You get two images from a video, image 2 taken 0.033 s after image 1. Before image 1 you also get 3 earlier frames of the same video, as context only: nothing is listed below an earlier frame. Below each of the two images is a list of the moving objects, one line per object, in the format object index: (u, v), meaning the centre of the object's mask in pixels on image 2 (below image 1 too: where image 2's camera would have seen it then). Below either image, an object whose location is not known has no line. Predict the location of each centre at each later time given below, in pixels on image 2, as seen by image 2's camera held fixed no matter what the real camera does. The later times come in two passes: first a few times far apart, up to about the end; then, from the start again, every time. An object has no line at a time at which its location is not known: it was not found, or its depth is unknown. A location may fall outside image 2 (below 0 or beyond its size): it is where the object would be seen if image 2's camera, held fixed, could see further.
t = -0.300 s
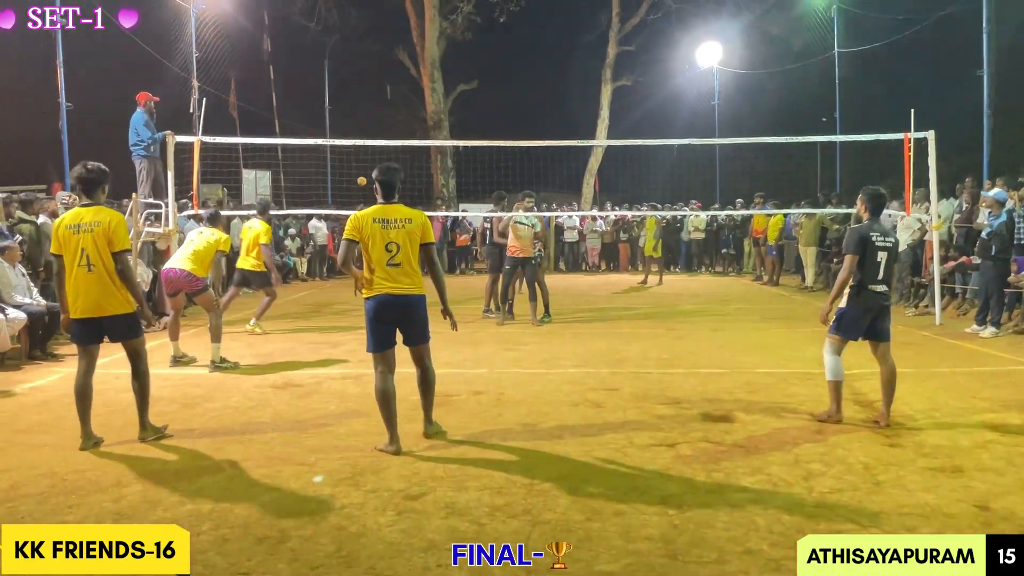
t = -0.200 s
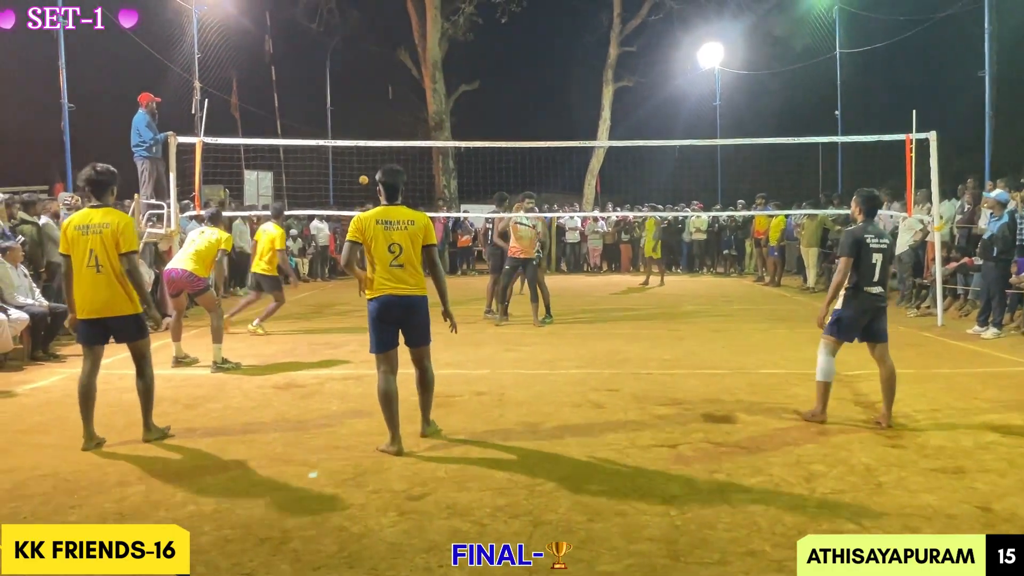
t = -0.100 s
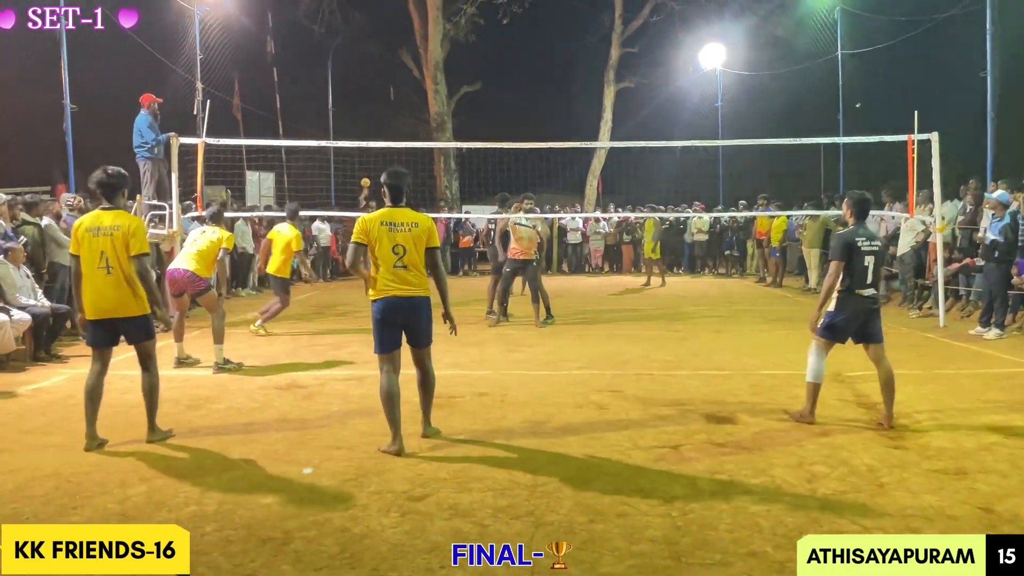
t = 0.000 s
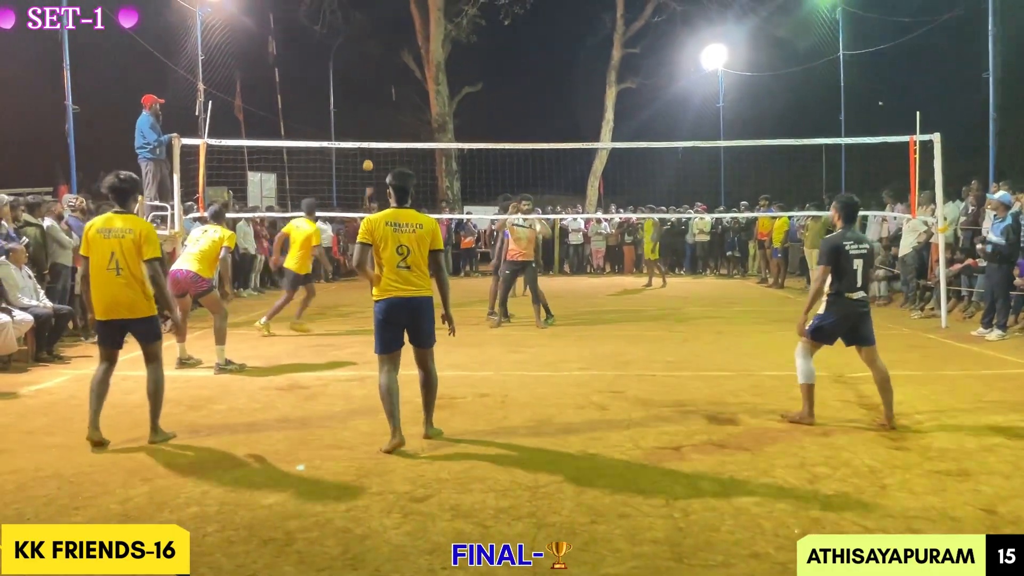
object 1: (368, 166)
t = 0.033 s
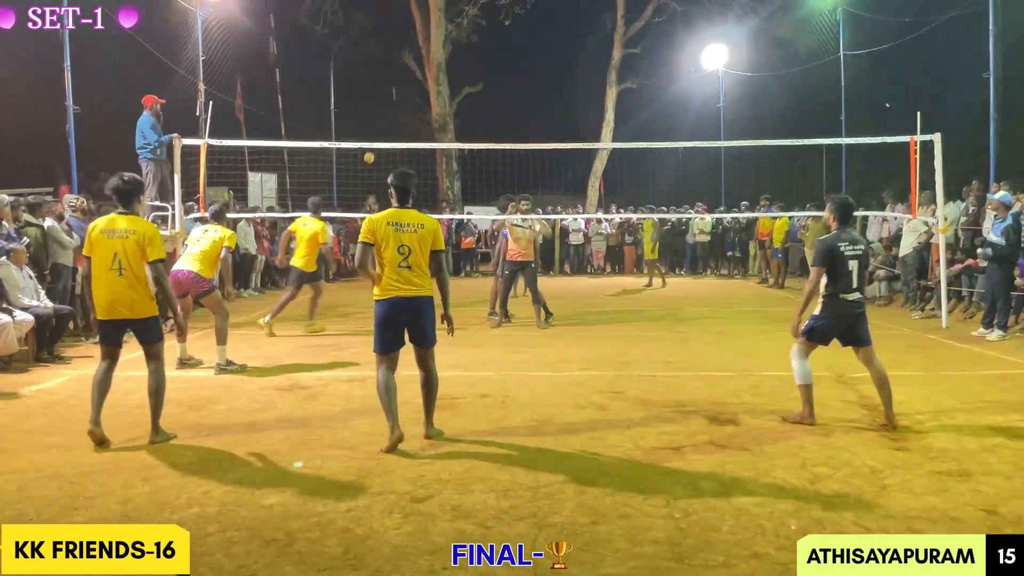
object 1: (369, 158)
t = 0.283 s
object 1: (375, 109)
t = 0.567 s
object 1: (382, 83)
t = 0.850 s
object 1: (387, 115)
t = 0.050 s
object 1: (369, 154)
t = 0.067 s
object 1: (369, 152)
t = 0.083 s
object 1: (369, 150)
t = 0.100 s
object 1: (370, 140)
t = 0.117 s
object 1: (370, 138)
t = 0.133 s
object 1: (371, 136)
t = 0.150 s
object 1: (371, 133)
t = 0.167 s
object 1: (371, 130)
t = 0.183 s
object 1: (372, 126)
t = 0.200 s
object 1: (372, 123)
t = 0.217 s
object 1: (373, 120)
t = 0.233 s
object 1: (373, 117)
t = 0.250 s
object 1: (374, 115)
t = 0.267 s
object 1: (374, 112)
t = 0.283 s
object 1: (375, 109)
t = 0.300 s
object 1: (375, 107)
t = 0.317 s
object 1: (376, 104)
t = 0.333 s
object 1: (376, 102)
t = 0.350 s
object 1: (377, 100)
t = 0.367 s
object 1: (377, 98)
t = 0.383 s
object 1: (378, 96)
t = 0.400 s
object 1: (378, 94)
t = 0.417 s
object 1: (379, 92)
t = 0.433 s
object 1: (379, 91)
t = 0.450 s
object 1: (379, 89)
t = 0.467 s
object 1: (380, 88)
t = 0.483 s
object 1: (380, 87)
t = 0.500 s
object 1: (381, 86)
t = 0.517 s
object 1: (381, 85)
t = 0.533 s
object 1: (381, 84)
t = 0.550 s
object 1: (382, 83)
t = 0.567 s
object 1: (382, 83)
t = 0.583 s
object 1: (382, 83)
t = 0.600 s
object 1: (383, 83)
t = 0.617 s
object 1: (383, 83)
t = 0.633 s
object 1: (383, 83)
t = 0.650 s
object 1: (384, 84)
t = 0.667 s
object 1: (384, 85)
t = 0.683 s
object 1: (384, 86)
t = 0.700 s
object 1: (385, 87)
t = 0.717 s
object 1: (385, 89)
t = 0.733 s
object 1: (385, 91)
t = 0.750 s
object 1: (386, 93)
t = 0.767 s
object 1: (386, 96)
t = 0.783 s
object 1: (386, 99)
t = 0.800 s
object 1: (387, 103)
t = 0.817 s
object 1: (387, 106)
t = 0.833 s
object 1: (387, 111)
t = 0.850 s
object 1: (387, 115)
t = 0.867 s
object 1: (388, 121)
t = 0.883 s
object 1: (388, 127)
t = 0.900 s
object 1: (388, 131)
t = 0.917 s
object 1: (388, 140)
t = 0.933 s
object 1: (389, 148)
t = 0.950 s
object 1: (388, 157)
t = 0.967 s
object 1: (388, 165)
